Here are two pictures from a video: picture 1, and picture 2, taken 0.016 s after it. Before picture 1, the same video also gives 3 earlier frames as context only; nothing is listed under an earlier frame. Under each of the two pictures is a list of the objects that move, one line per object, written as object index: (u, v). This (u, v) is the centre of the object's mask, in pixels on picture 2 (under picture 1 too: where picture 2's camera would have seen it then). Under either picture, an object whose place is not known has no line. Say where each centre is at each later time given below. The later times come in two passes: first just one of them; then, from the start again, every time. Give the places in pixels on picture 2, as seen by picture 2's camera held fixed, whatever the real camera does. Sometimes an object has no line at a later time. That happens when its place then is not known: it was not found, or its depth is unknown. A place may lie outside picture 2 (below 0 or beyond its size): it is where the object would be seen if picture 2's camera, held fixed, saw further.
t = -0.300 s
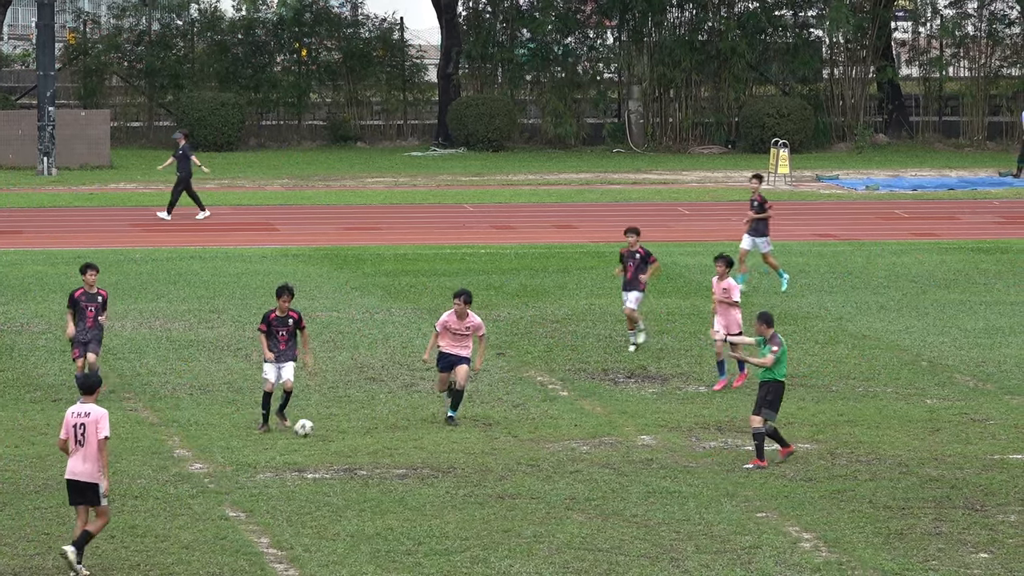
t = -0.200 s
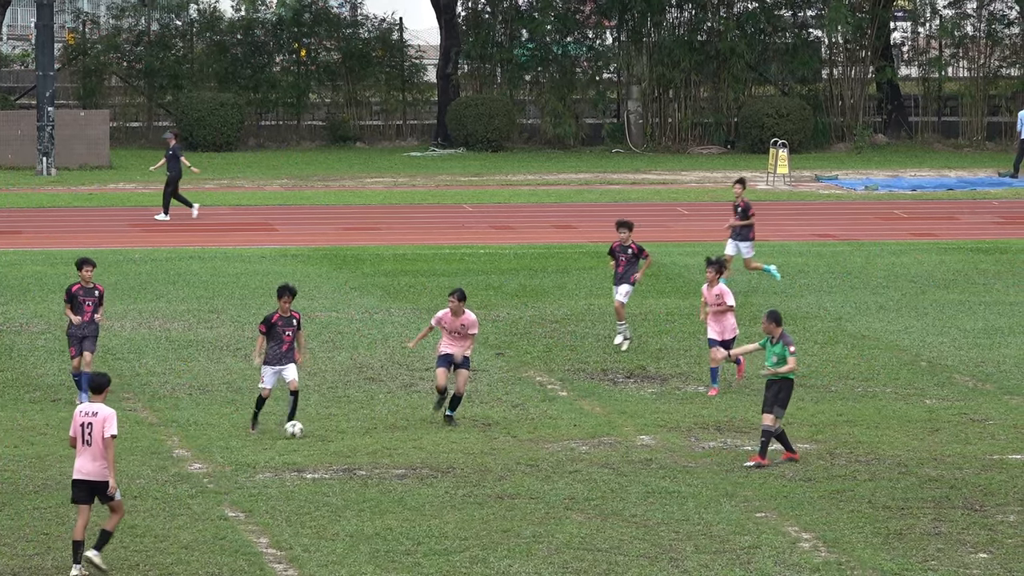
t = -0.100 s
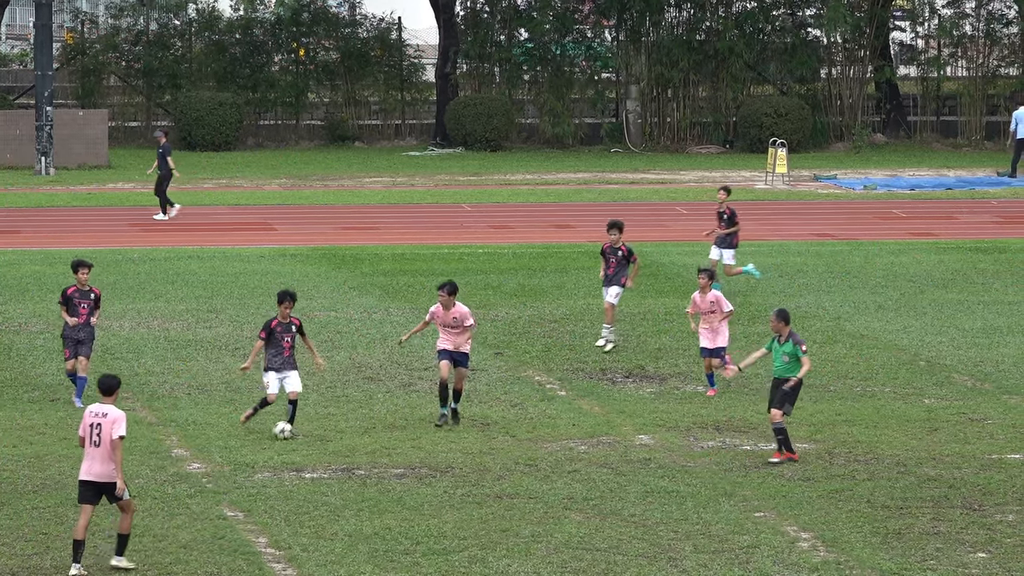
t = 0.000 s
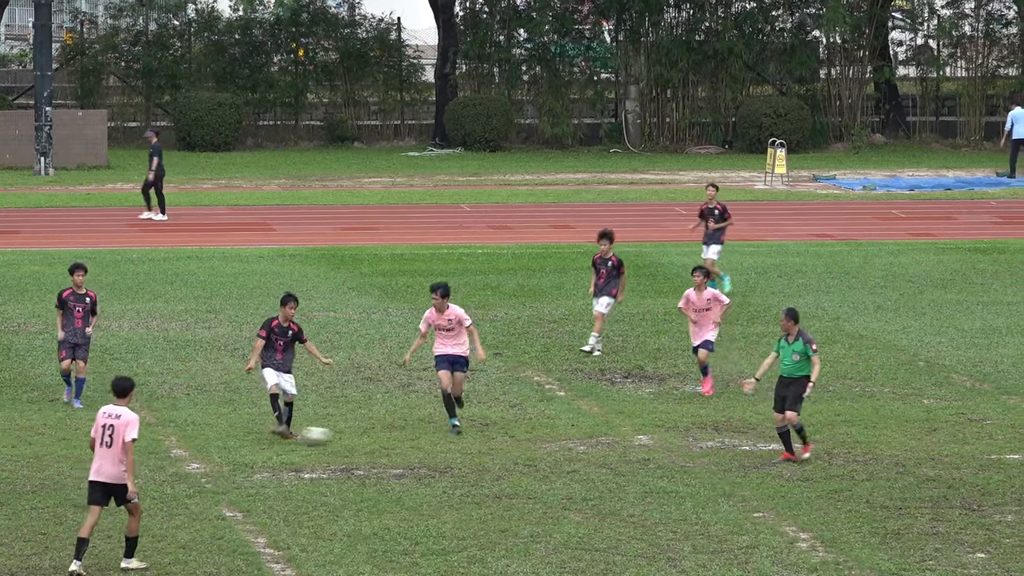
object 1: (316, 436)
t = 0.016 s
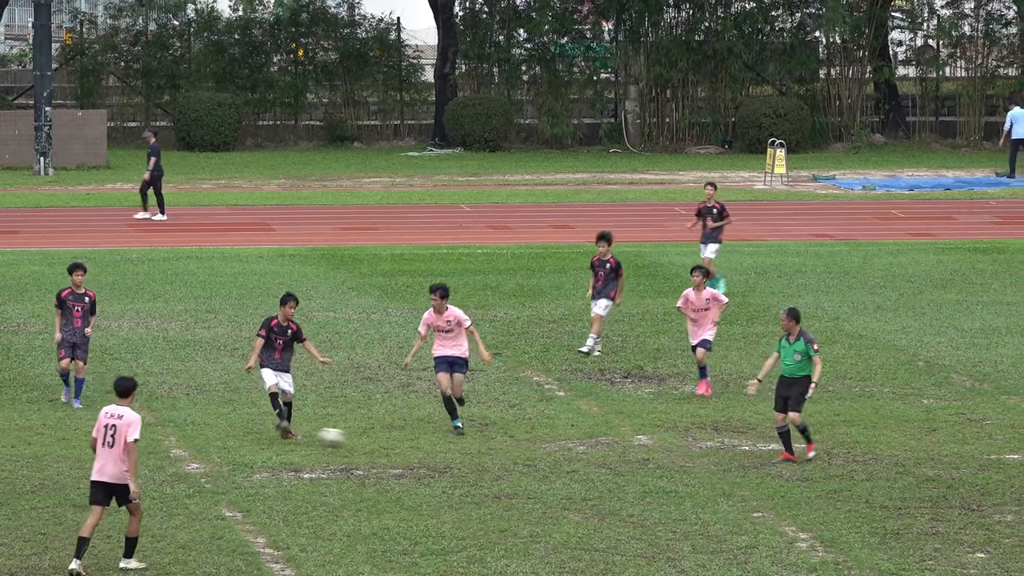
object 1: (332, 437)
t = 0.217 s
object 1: (510, 451)
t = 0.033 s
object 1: (346, 438)
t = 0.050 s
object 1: (363, 439)
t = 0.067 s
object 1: (380, 442)
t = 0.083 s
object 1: (397, 445)
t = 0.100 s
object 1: (412, 446)
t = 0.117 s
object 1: (426, 448)
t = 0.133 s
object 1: (441, 448)
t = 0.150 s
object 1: (453, 449)
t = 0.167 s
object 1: (469, 450)
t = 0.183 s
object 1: (484, 451)
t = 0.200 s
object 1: (497, 451)
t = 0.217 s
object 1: (510, 451)
